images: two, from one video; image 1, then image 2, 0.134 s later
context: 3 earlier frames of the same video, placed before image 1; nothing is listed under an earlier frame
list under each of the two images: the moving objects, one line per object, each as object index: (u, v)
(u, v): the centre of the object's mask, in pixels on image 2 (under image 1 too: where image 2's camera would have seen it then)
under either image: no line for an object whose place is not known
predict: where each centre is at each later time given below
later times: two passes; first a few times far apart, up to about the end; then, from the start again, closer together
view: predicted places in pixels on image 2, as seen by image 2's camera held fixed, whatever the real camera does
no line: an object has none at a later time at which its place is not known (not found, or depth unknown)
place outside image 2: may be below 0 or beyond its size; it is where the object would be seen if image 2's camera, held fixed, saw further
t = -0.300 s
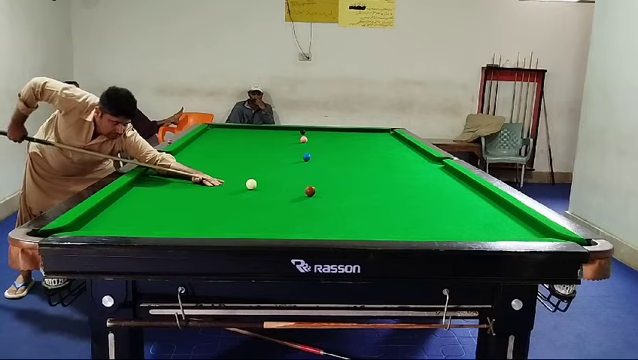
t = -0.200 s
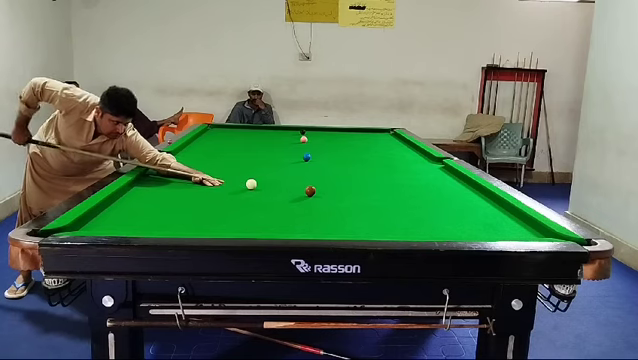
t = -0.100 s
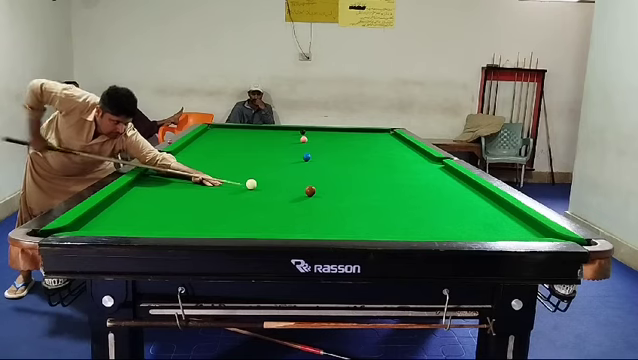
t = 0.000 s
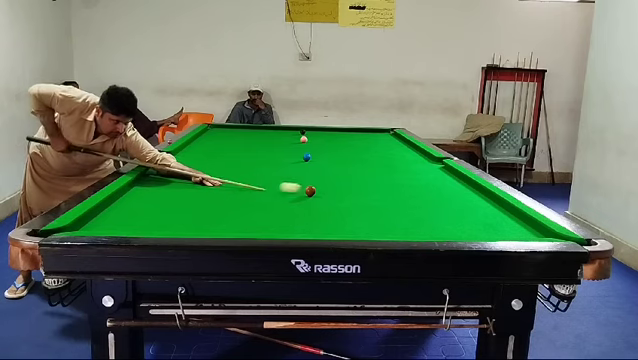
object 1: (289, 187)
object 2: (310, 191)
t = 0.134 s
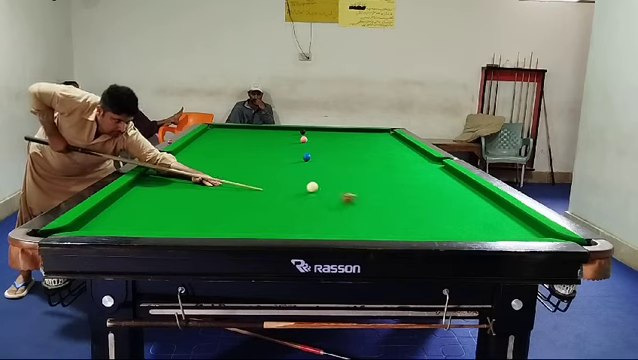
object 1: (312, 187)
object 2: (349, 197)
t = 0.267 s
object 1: (316, 184)
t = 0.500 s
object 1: (321, 181)
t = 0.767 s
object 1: (326, 177)
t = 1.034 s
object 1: (330, 174)
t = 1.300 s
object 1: (333, 172)
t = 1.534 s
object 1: (336, 169)
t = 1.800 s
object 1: (339, 167)
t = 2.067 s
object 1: (341, 165)
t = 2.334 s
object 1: (343, 164)
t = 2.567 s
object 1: (344, 163)
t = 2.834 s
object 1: (346, 162)
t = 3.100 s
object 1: (347, 161)
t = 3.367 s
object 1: (348, 161)
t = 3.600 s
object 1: (348, 160)
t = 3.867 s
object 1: (348, 160)
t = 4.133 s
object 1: (349, 160)
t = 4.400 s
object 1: (349, 160)
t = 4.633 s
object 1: (348, 160)
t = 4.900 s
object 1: (348, 160)
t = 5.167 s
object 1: (348, 160)
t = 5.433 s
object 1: (348, 160)
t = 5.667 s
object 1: (348, 160)
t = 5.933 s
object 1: (348, 160)
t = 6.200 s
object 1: (348, 160)
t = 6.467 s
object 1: (348, 160)
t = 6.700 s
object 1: (348, 160)
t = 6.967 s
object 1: (348, 160)
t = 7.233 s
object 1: (348, 160)
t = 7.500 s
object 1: (348, 160)
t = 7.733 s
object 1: (348, 160)
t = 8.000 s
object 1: (348, 160)
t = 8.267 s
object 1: (348, 160)
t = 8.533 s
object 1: (348, 160)
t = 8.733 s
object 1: (348, 160)
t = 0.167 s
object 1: (313, 186)
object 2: (359, 200)
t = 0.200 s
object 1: (314, 186)
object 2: (371, 202)
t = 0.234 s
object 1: (315, 185)
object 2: (380, 204)
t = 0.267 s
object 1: (316, 184)
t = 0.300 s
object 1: (317, 184)
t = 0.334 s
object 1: (317, 183)
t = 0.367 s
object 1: (318, 183)
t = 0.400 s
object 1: (319, 182)
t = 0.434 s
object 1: (320, 182)
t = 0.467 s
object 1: (320, 181)
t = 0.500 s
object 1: (321, 181)
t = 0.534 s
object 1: (322, 180)
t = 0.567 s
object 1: (322, 180)
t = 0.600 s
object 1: (323, 179)
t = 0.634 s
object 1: (324, 179)
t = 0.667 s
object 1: (324, 178)
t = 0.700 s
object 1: (325, 178)
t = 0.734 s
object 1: (325, 178)
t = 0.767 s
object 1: (326, 177)
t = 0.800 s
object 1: (326, 177)
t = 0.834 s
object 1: (327, 176)
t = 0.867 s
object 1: (328, 176)
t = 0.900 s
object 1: (328, 176)
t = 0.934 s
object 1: (328, 175)
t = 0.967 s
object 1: (329, 175)
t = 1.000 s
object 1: (329, 175)
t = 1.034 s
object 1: (330, 174)
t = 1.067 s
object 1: (331, 174)
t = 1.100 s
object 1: (331, 173)
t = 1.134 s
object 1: (331, 173)
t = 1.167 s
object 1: (332, 172)
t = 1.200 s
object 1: (332, 173)
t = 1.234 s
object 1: (333, 172)
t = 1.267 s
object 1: (333, 172)
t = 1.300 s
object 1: (333, 172)
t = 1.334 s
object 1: (334, 171)
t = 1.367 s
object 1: (334, 171)
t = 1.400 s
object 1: (335, 170)
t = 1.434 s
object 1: (335, 170)
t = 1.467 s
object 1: (335, 170)
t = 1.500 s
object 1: (336, 169)
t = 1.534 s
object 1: (336, 169)
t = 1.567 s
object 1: (336, 169)
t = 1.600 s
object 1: (337, 169)
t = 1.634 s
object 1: (337, 168)
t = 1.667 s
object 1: (337, 168)
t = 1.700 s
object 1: (338, 168)
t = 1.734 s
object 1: (338, 168)
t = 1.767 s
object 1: (338, 167)
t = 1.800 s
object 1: (339, 167)
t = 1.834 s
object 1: (339, 167)
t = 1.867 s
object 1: (340, 167)
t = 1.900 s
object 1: (340, 167)
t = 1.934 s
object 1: (340, 167)
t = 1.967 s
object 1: (340, 166)
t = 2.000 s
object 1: (341, 166)
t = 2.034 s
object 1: (341, 166)
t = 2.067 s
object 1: (341, 165)
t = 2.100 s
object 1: (341, 165)
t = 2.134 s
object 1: (341, 165)
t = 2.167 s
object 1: (342, 165)
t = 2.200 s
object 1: (342, 165)
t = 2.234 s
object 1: (342, 164)
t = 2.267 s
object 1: (342, 164)
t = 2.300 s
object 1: (343, 164)
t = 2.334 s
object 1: (343, 164)
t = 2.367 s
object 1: (343, 164)
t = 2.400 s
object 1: (343, 164)
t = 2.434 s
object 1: (344, 163)
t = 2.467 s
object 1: (344, 163)
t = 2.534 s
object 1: (344, 163)
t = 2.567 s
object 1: (344, 163)
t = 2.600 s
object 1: (345, 163)
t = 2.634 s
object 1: (345, 163)
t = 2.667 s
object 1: (345, 163)
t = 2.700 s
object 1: (345, 163)
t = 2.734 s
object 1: (345, 163)
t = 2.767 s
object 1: (346, 162)
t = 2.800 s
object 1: (346, 162)
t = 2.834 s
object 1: (346, 162)
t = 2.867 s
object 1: (346, 162)
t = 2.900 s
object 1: (346, 162)
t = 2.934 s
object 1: (346, 162)
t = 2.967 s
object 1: (347, 162)
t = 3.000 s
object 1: (347, 162)
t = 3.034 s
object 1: (347, 162)
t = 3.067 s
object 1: (347, 161)
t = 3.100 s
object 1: (347, 161)
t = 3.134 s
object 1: (347, 161)
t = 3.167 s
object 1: (347, 161)
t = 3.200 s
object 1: (347, 161)
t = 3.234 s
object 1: (347, 161)
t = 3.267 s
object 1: (347, 161)
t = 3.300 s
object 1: (347, 161)
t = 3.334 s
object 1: (348, 161)
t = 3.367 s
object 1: (348, 161)
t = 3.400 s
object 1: (348, 161)
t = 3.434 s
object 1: (348, 161)
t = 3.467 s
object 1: (348, 161)
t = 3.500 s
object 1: (348, 161)
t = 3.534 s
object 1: (348, 160)
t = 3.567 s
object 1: (348, 160)
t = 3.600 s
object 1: (348, 160)
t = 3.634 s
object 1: (348, 160)
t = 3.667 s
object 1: (348, 160)
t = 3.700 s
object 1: (348, 160)
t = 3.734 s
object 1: (348, 160)
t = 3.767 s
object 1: (348, 160)
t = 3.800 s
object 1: (348, 160)
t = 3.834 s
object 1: (348, 160)
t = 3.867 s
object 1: (348, 160)
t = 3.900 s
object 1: (348, 160)
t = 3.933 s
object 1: (348, 160)
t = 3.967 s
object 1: (348, 160)
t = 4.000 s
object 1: (348, 160)
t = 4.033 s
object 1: (348, 160)
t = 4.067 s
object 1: (348, 160)
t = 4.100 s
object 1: (349, 160)
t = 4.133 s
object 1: (349, 160)
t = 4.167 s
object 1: (348, 160)
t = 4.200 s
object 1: (348, 160)
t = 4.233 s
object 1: (348, 160)
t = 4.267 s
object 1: (349, 160)
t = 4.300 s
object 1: (349, 160)
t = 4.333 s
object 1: (349, 160)
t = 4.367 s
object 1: (349, 160)
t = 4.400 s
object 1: (349, 160)
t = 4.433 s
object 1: (349, 160)
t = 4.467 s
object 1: (349, 160)
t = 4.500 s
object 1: (349, 160)
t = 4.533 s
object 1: (348, 160)
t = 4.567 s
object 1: (348, 160)
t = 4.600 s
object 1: (348, 160)
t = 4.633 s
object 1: (348, 160)
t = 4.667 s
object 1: (348, 160)
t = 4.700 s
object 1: (348, 160)
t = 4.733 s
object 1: (348, 160)
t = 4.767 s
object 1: (348, 160)
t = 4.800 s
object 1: (348, 160)
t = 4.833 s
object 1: (348, 160)
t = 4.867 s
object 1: (348, 160)
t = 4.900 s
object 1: (348, 160)
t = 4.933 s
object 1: (348, 160)
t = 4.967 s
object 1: (348, 160)
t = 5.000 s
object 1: (348, 160)
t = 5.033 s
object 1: (348, 160)
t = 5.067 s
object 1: (348, 160)
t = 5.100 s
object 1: (348, 160)
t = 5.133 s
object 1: (348, 160)
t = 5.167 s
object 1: (348, 160)
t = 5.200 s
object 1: (348, 160)
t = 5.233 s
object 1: (348, 160)
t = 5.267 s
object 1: (348, 160)
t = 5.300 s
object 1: (348, 160)
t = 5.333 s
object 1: (348, 160)
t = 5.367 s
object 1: (348, 160)
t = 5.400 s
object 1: (348, 160)
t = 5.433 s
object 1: (348, 160)
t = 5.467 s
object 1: (348, 160)
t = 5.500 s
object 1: (348, 160)
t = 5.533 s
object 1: (348, 160)
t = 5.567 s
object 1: (348, 160)
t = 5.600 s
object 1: (348, 160)
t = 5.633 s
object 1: (348, 160)
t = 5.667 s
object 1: (348, 160)
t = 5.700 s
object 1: (348, 160)
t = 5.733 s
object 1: (348, 160)
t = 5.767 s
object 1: (348, 160)
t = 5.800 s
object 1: (348, 160)
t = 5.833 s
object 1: (348, 160)
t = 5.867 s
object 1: (348, 160)
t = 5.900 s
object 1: (348, 160)
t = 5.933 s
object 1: (348, 160)
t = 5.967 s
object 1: (348, 160)
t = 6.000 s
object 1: (348, 160)
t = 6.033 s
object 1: (348, 160)
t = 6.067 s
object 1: (348, 160)
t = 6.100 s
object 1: (348, 160)
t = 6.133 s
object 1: (348, 160)
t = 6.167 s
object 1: (348, 160)
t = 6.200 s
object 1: (348, 160)
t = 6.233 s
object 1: (348, 160)
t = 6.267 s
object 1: (348, 160)
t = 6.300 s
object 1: (348, 160)
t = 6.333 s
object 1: (349, 160)
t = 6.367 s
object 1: (348, 160)
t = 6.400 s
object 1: (348, 160)
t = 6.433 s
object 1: (348, 160)
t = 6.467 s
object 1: (348, 160)
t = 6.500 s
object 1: (348, 160)
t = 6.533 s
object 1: (348, 160)
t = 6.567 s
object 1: (348, 160)
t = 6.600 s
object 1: (348, 160)
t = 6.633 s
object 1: (348, 160)
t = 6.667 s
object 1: (348, 160)
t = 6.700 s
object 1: (348, 160)
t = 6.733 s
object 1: (348, 160)
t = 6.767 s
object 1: (348, 160)
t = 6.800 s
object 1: (348, 160)
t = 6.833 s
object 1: (348, 160)
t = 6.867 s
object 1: (348, 160)
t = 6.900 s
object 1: (348, 160)
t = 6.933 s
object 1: (348, 160)
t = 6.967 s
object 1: (348, 160)
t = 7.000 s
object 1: (348, 160)
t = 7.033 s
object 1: (348, 160)
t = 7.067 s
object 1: (348, 160)
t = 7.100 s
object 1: (348, 160)
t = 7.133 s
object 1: (348, 160)
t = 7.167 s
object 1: (348, 160)
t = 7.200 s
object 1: (348, 160)
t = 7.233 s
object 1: (348, 160)
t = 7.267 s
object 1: (348, 160)
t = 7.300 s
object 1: (348, 160)
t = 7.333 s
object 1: (348, 160)
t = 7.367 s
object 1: (348, 160)
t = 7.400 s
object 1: (348, 160)
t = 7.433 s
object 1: (348, 160)
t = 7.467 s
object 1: (348, 160)
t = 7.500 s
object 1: (348, 160)
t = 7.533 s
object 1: (348, 160)
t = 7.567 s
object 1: (348, 160)
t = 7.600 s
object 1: (348, 160)
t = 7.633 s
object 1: (348, 160)
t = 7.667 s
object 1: (348, 160)
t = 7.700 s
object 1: (348, 160)
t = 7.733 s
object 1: (348, 160)
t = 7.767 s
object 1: (348, 160)
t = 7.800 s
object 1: (348, 160)
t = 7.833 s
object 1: (348, 160)
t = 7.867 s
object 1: (348, 160)
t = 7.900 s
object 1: (348, 160)
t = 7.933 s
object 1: (348, 160)
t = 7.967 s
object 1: (348, 160)
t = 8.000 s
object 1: (348, 160)
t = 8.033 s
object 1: (348, 160)
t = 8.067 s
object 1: (348, 160)
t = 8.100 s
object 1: (348, 160)
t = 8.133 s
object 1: (348, 160)
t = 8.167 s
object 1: (348, 160)
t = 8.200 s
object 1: (348, 160)
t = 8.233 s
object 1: (348, 160)
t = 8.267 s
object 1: (348, 160)
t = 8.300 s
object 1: (348, 160)
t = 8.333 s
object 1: (348, 160)
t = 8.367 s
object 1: (348, 160)
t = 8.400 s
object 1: (348, 160)
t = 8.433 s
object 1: (348, 160)
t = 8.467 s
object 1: (348, 160)
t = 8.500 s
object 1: (348, 160)
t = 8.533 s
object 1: (348, 160)
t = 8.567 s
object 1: (348, 160)
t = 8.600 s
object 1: (348, 160)
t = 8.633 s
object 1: (348, 160)
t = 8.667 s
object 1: (348, 160)
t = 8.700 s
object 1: (348, 160)
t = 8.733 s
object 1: (348, 160)
